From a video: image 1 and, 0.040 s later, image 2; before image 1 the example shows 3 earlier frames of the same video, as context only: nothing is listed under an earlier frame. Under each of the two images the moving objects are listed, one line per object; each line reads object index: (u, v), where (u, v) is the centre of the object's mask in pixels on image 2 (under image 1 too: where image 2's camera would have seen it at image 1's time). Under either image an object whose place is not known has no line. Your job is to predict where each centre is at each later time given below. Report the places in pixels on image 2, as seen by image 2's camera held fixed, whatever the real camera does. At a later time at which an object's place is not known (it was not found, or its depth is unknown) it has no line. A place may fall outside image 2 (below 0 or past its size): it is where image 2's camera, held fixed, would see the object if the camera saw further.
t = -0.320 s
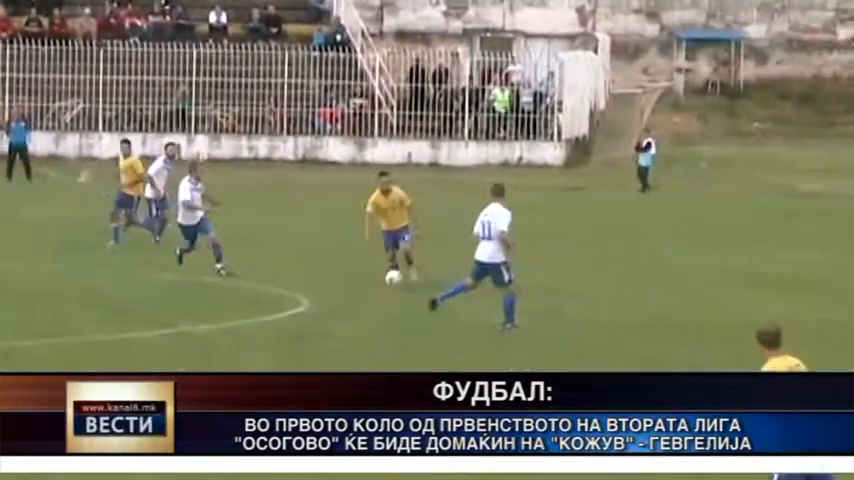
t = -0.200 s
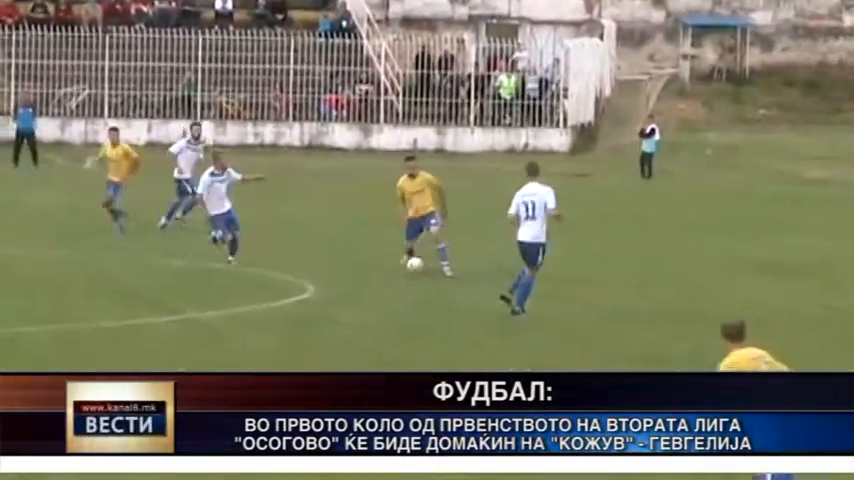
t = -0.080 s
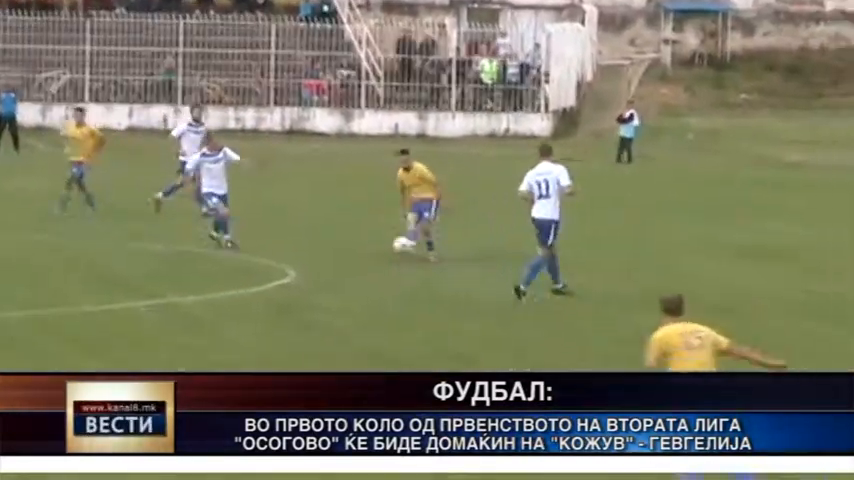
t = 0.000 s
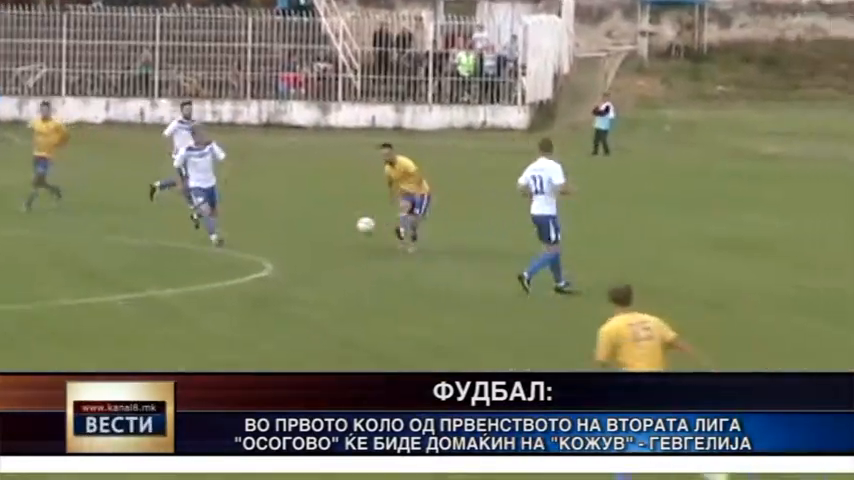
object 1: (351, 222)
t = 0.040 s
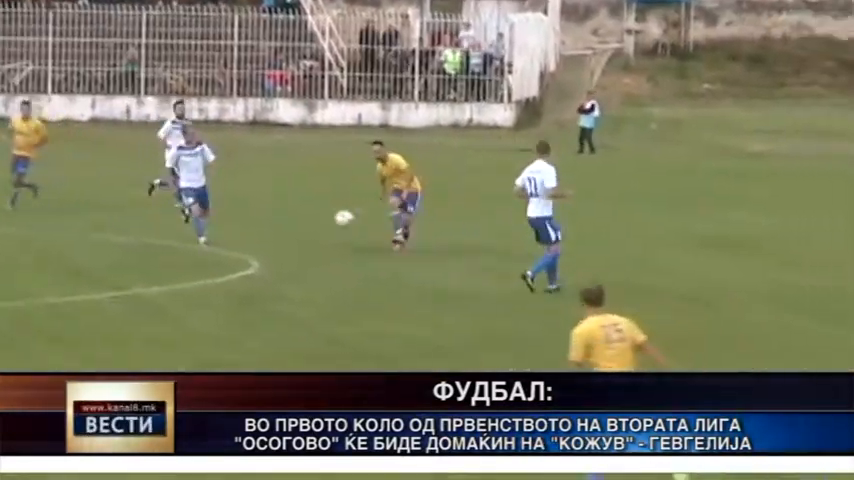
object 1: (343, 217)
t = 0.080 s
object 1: (336, 215)
